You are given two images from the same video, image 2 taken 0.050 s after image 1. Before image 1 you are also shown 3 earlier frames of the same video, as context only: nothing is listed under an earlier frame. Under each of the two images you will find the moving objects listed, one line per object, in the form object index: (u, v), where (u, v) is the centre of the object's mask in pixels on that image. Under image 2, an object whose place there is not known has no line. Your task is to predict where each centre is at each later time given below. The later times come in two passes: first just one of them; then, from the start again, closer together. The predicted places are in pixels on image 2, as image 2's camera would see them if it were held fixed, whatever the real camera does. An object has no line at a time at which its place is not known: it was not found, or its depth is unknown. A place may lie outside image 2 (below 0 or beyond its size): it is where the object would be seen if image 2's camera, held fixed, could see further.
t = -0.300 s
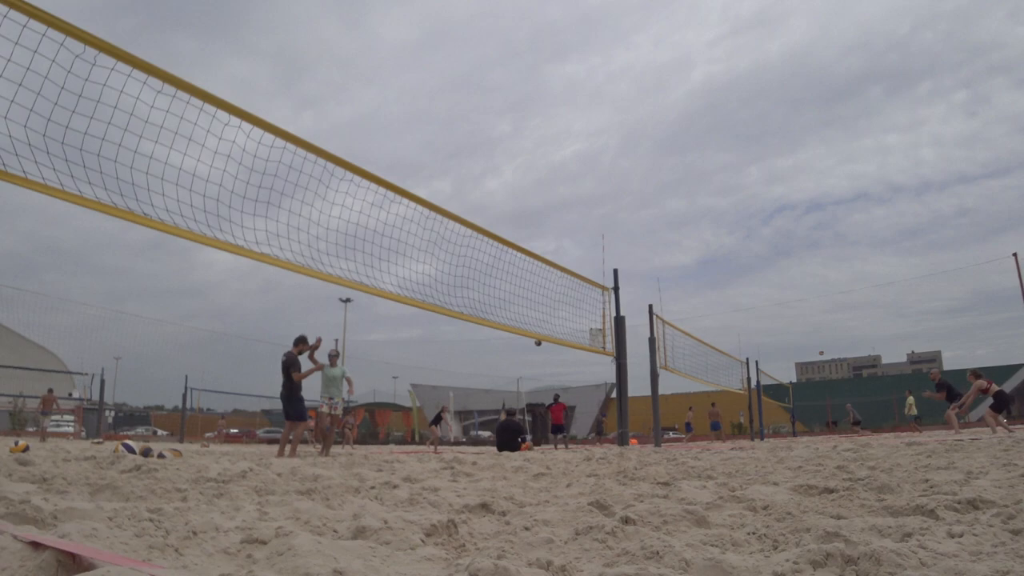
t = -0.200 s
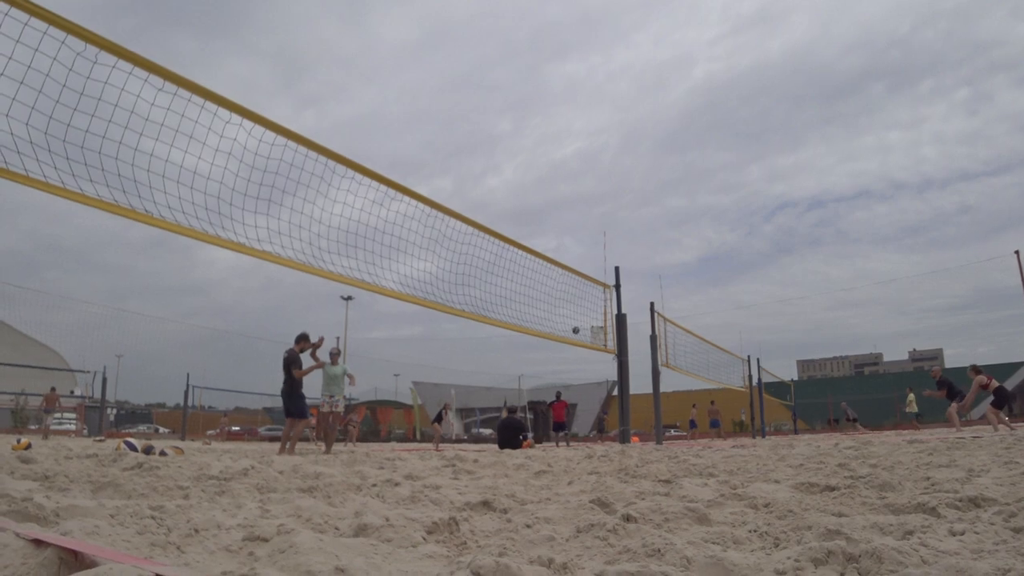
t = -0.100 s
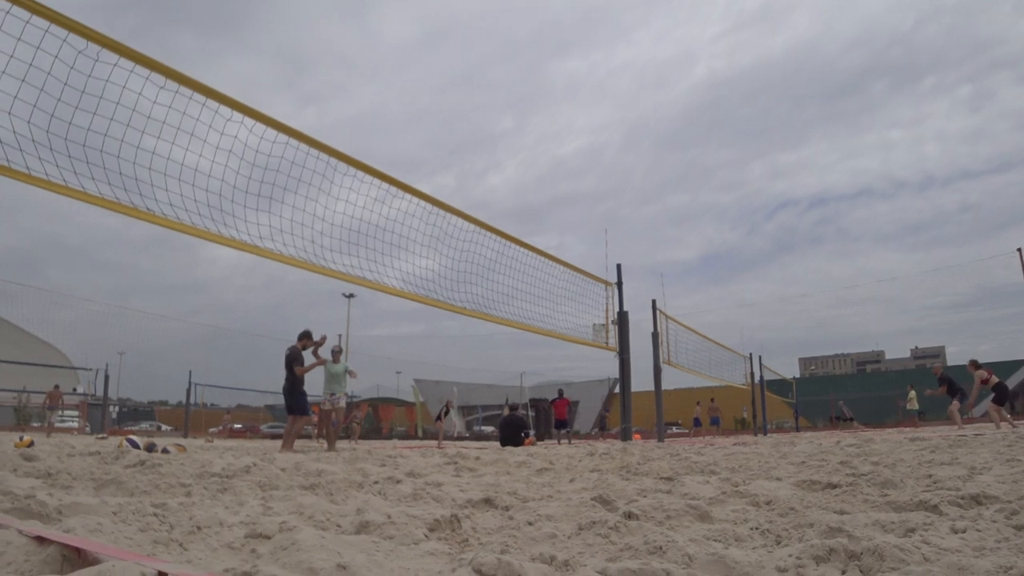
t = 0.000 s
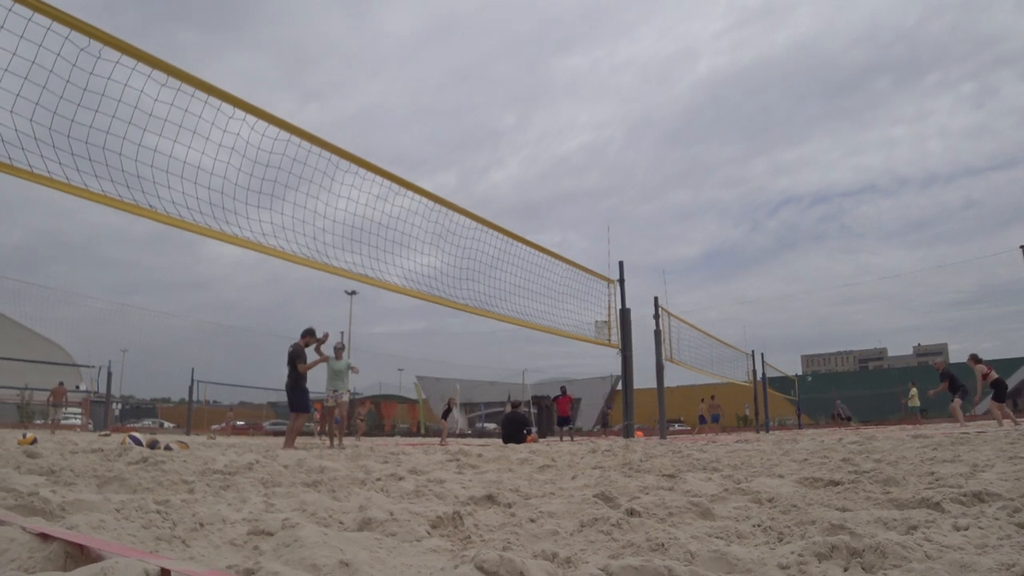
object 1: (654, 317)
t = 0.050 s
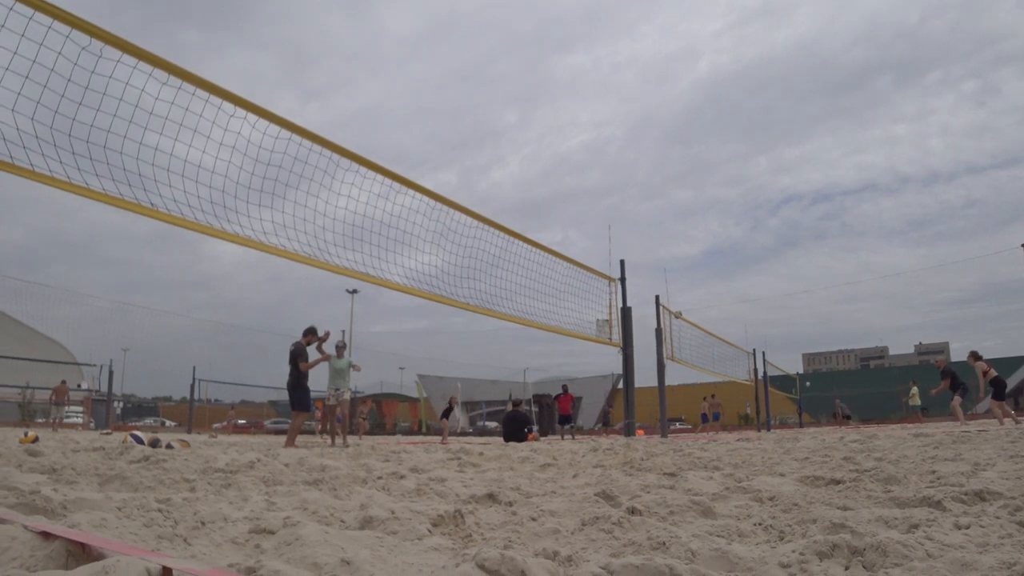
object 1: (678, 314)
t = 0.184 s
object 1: (733, 320)
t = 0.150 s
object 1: (719, 318)
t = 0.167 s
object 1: (726, 319)
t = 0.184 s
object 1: (733, 320)
